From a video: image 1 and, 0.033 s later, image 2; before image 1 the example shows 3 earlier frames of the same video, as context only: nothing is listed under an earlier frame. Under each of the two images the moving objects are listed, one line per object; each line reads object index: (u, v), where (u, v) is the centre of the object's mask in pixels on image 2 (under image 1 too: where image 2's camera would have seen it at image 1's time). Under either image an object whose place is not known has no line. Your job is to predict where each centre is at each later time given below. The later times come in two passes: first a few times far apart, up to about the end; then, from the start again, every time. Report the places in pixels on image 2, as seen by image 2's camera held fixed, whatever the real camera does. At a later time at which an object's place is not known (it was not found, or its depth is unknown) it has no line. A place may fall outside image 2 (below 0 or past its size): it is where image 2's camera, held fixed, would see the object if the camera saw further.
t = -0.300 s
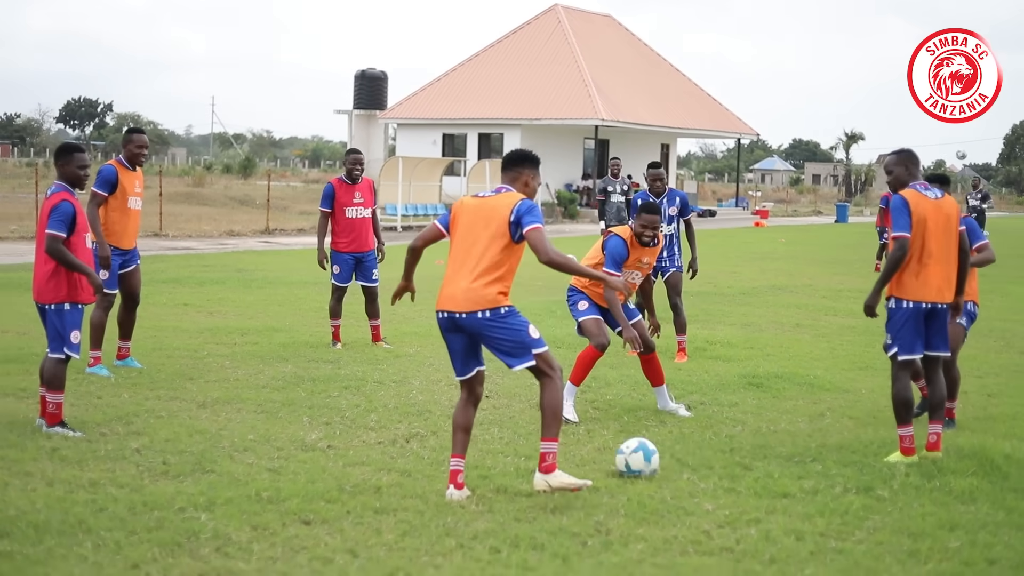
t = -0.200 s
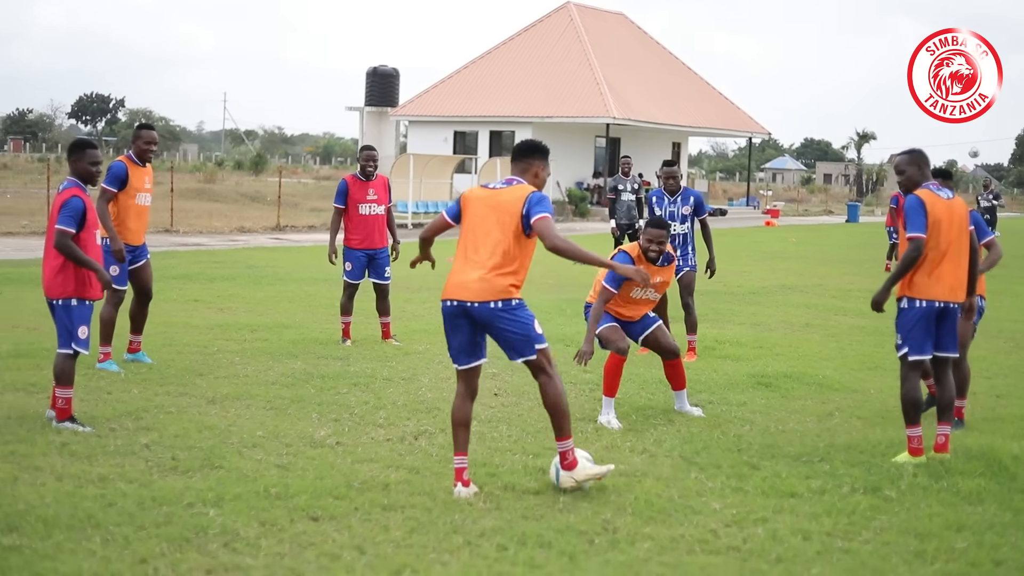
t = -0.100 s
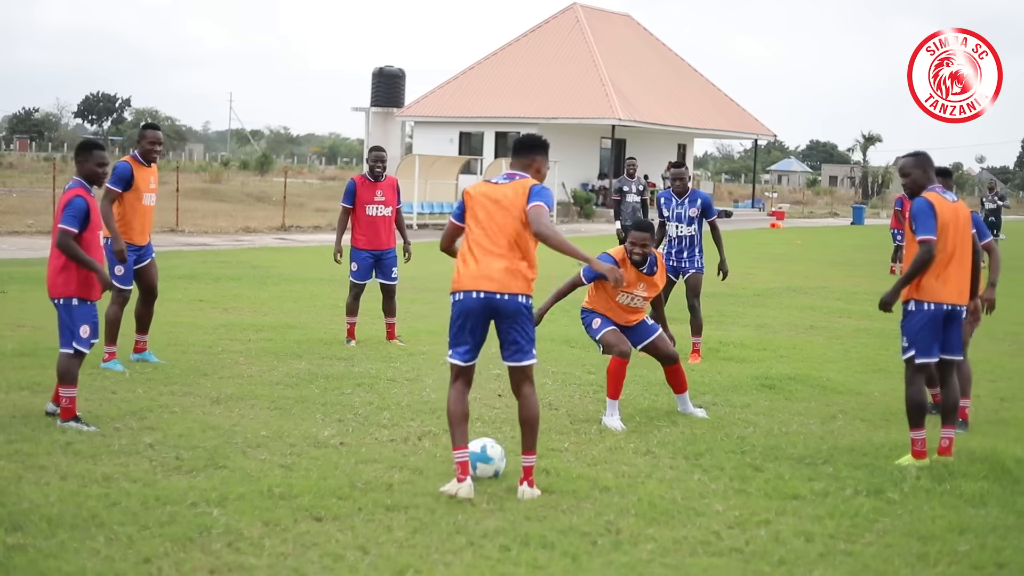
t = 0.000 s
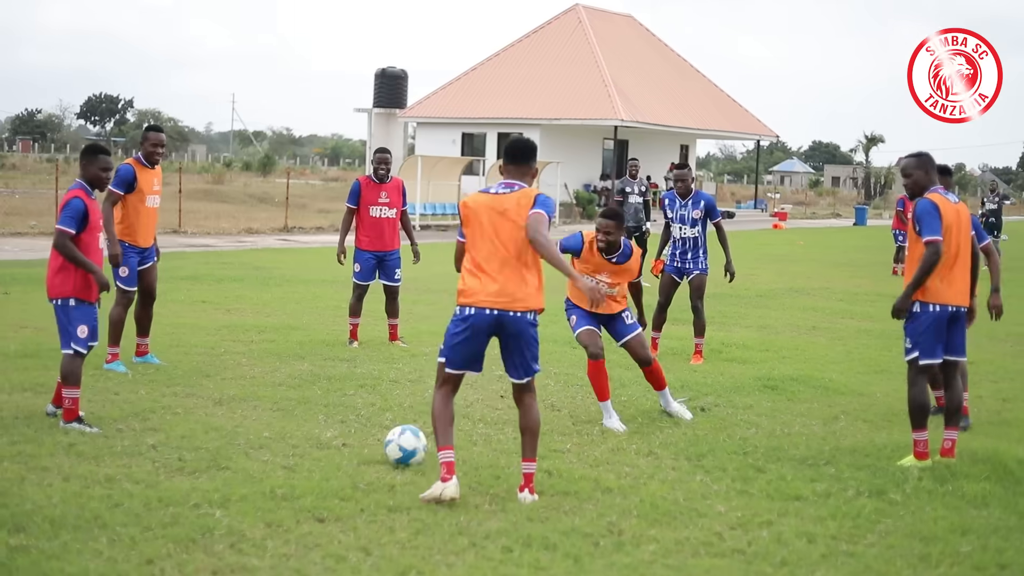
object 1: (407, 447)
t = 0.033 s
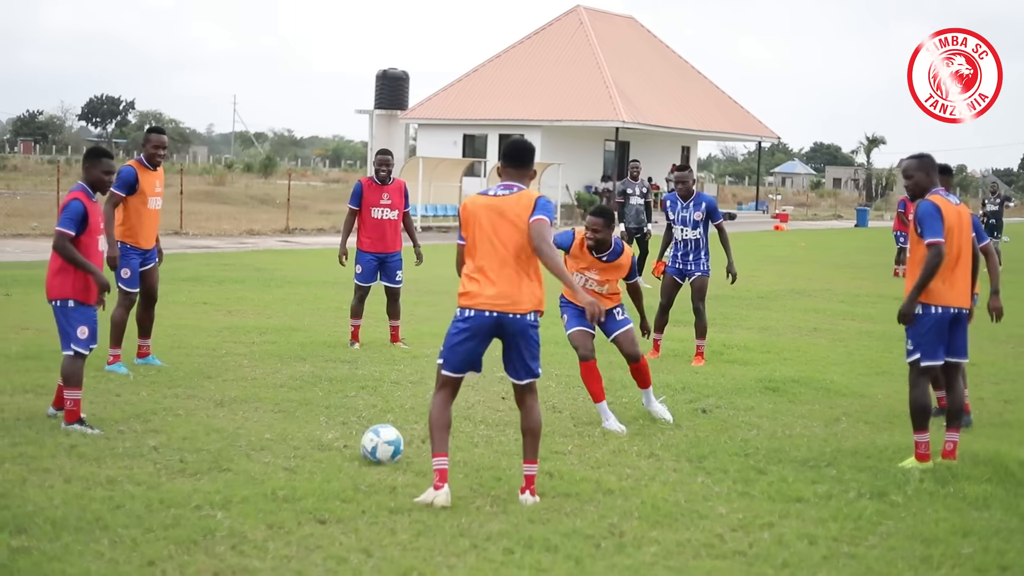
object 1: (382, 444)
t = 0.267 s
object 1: (249, 422)
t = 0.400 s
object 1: (190, 409)
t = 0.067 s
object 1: (358, 441)
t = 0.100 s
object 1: (337, 438)
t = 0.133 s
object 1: (319, 433)
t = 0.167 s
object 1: (300, 429)
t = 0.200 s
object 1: (284, 425)
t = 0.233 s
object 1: (267, 423)
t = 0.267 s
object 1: (249, 422)
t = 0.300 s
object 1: (233, 421)
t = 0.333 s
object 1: (218, 419)
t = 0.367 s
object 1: (203, 414)
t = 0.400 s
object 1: (190, 409)
